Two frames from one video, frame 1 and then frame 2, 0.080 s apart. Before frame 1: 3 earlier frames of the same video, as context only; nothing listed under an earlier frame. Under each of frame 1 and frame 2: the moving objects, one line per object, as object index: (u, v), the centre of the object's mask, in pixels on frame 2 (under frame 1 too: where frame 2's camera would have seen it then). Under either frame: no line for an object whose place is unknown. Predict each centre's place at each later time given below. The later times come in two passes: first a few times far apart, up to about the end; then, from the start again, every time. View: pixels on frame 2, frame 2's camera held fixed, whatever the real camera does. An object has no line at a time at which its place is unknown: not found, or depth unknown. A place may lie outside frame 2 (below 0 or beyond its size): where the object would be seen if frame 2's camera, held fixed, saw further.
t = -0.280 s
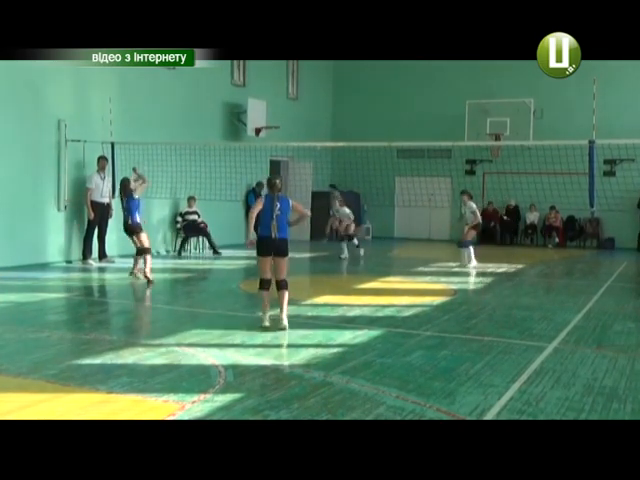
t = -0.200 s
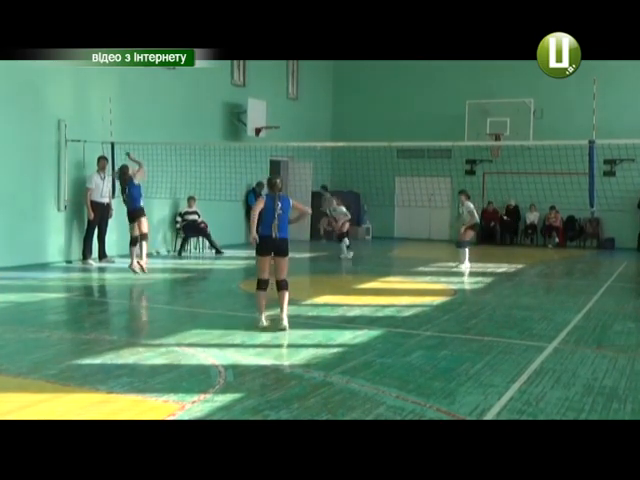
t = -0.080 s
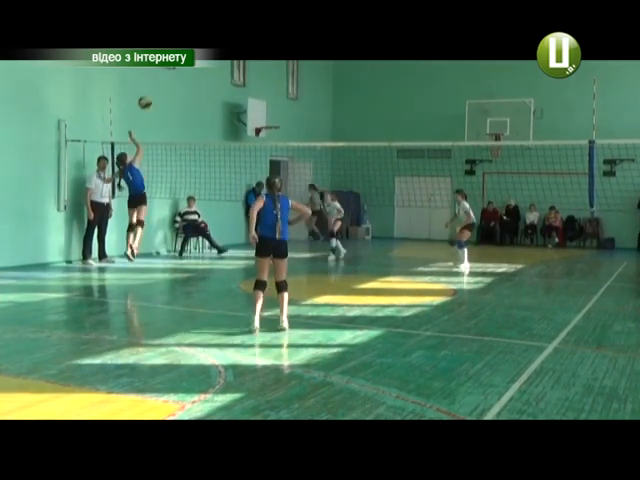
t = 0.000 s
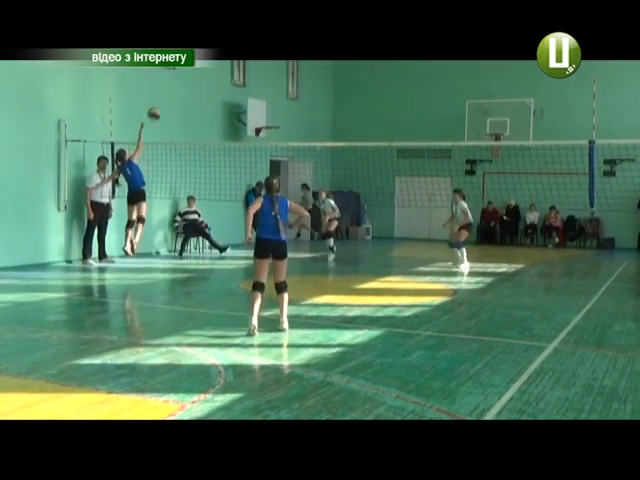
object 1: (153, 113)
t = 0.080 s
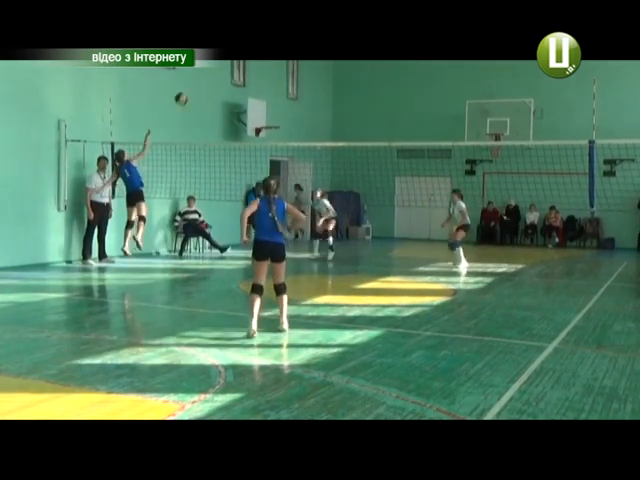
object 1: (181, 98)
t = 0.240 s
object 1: (234, 78)
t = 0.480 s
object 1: (311, 80)
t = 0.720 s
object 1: (383, 116)
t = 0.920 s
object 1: (438, 172)
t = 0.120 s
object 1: (194, 91)
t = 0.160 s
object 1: (207, 86)
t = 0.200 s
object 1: (220, 82)
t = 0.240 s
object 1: (234, 78)
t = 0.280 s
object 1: (247, 78)
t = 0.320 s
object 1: (260, 75)
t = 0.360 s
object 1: (273, 75)
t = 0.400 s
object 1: (285, 76)
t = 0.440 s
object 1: (298, 77)
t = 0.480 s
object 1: (311, 80)
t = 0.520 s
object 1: (323, 85)
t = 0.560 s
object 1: (335, 88)
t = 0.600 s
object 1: (348, 94)
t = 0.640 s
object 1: (359, 101)
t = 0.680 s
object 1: (372, 108)
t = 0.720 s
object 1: (383, 116)
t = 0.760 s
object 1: (395, 126)
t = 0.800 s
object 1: (406, 136)
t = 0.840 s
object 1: (417, 148)
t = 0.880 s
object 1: (428, 160)
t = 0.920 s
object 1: (438, 172)
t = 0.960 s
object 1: (450, 186)
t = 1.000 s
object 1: (460, 201)
